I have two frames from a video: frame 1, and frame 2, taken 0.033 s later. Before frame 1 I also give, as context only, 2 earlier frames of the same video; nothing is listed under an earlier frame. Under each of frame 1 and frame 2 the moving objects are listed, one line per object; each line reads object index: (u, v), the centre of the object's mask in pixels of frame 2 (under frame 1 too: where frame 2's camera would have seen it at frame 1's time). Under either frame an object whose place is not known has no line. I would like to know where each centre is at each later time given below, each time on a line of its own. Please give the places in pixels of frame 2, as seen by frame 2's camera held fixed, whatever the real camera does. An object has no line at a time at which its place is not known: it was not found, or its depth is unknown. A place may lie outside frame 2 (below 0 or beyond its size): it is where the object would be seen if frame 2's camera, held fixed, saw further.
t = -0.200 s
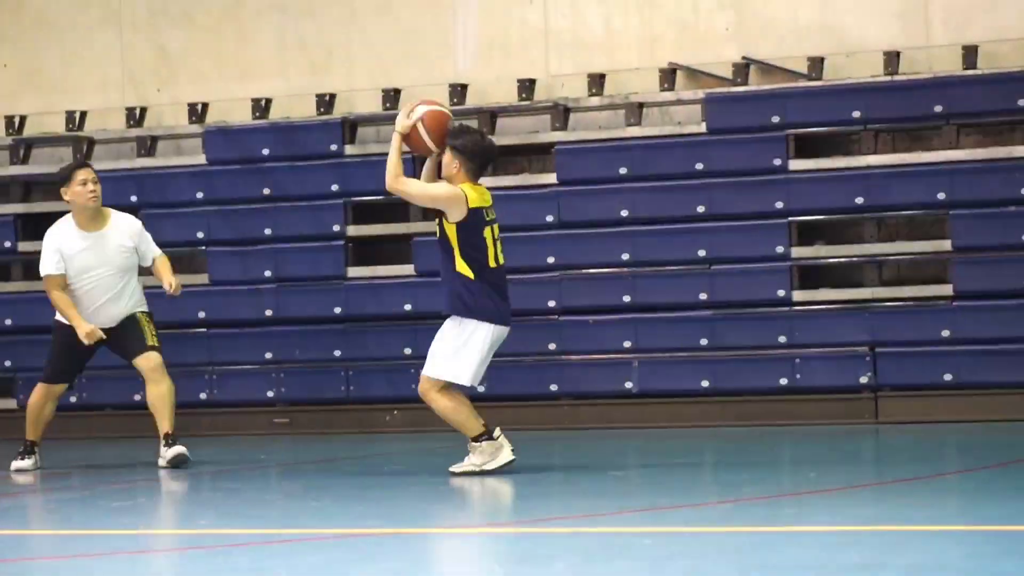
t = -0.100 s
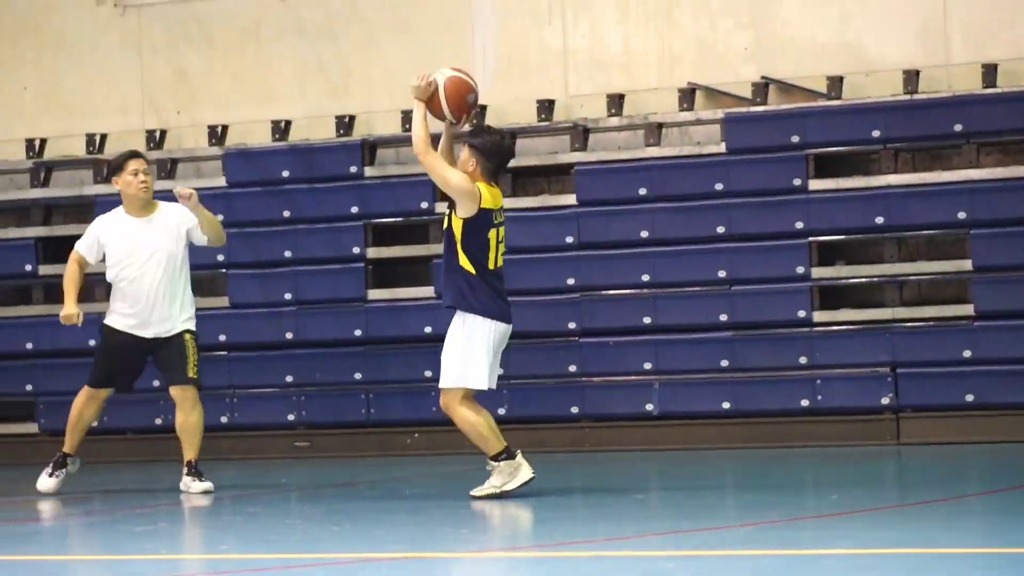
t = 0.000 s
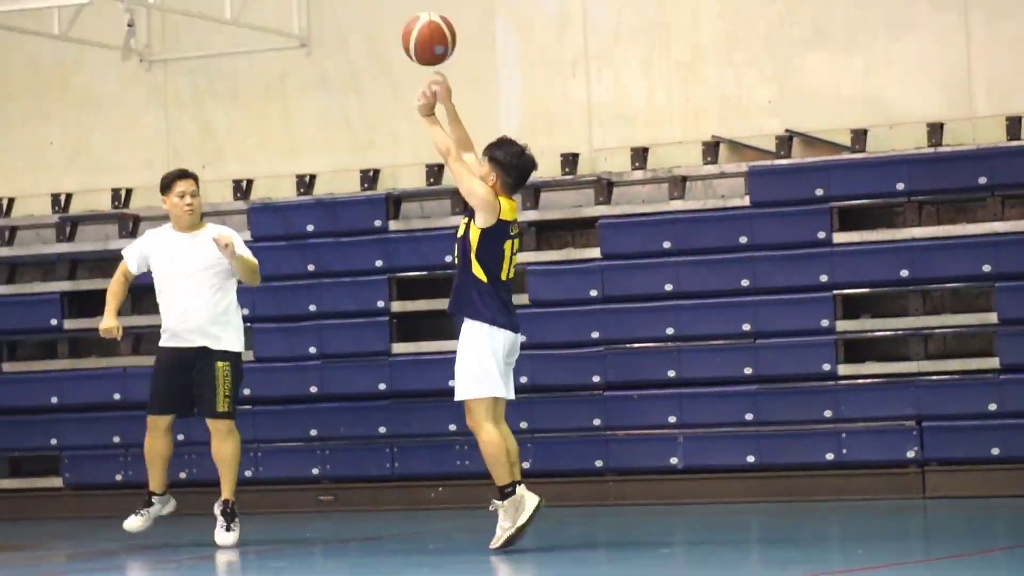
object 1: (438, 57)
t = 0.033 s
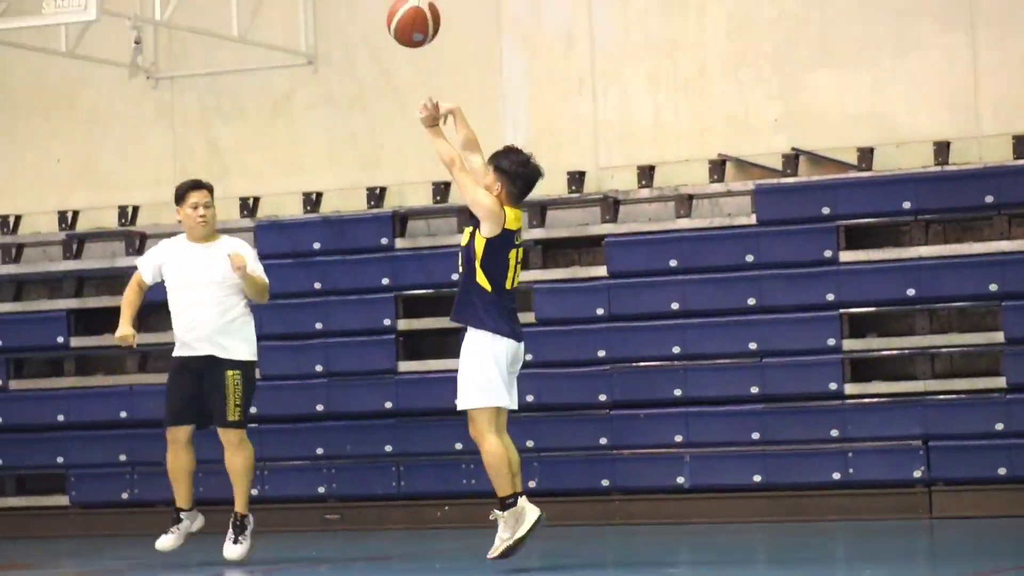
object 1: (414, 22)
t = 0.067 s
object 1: (389, -8)
